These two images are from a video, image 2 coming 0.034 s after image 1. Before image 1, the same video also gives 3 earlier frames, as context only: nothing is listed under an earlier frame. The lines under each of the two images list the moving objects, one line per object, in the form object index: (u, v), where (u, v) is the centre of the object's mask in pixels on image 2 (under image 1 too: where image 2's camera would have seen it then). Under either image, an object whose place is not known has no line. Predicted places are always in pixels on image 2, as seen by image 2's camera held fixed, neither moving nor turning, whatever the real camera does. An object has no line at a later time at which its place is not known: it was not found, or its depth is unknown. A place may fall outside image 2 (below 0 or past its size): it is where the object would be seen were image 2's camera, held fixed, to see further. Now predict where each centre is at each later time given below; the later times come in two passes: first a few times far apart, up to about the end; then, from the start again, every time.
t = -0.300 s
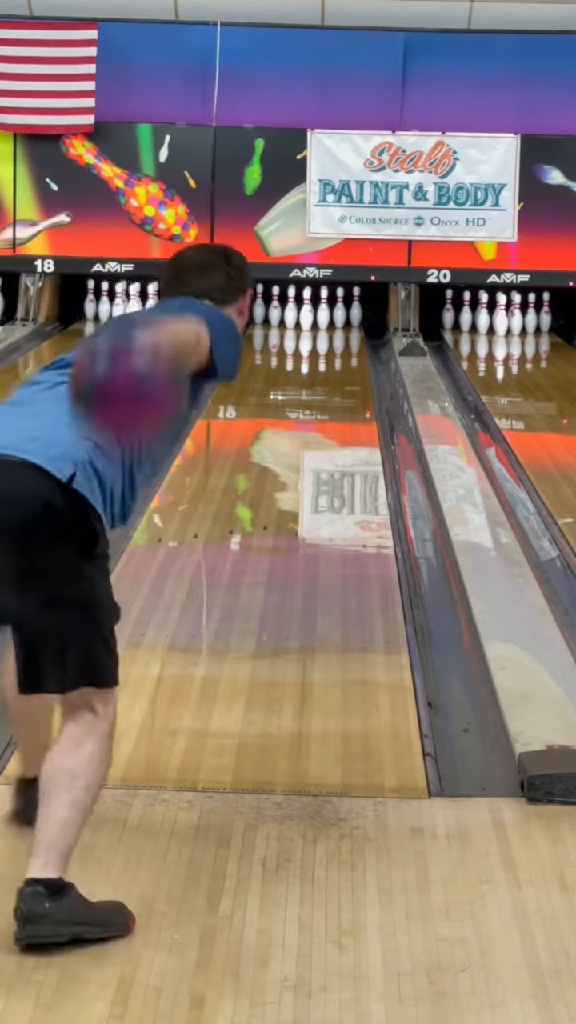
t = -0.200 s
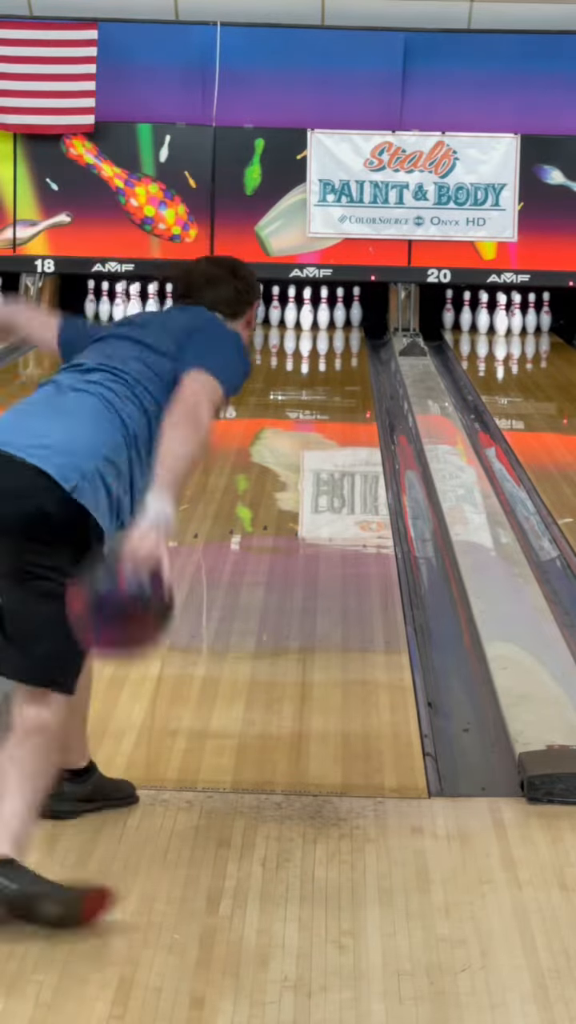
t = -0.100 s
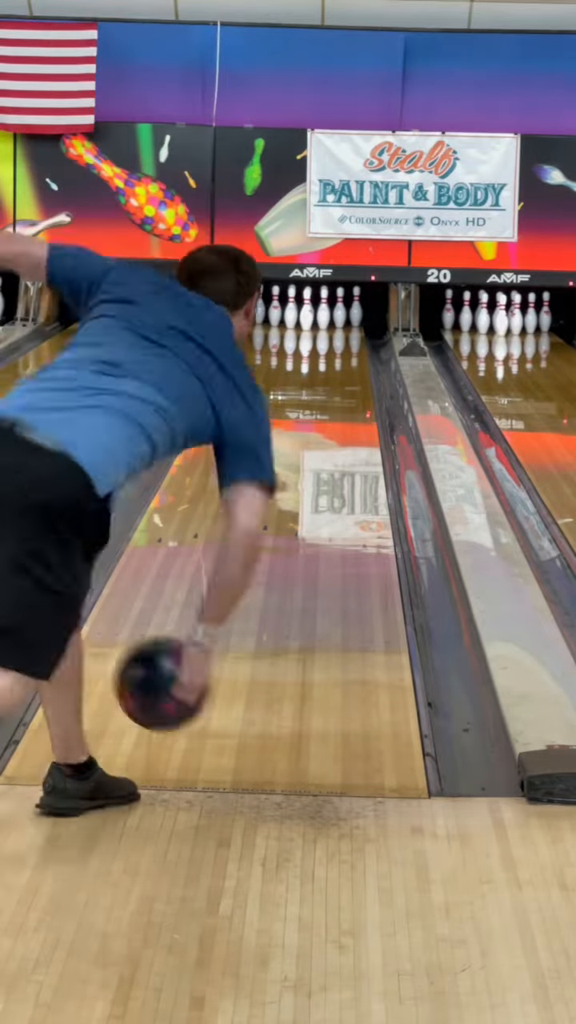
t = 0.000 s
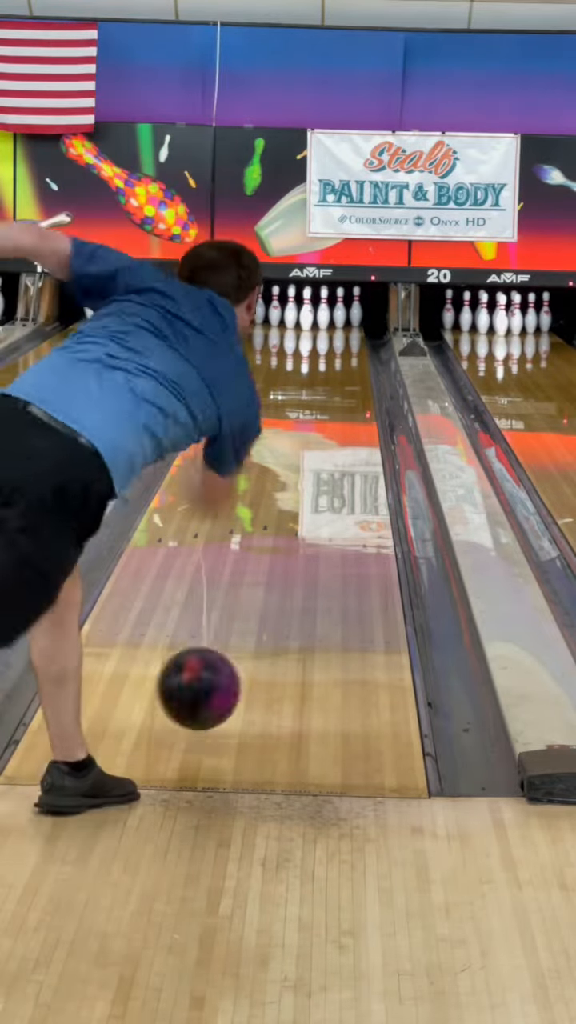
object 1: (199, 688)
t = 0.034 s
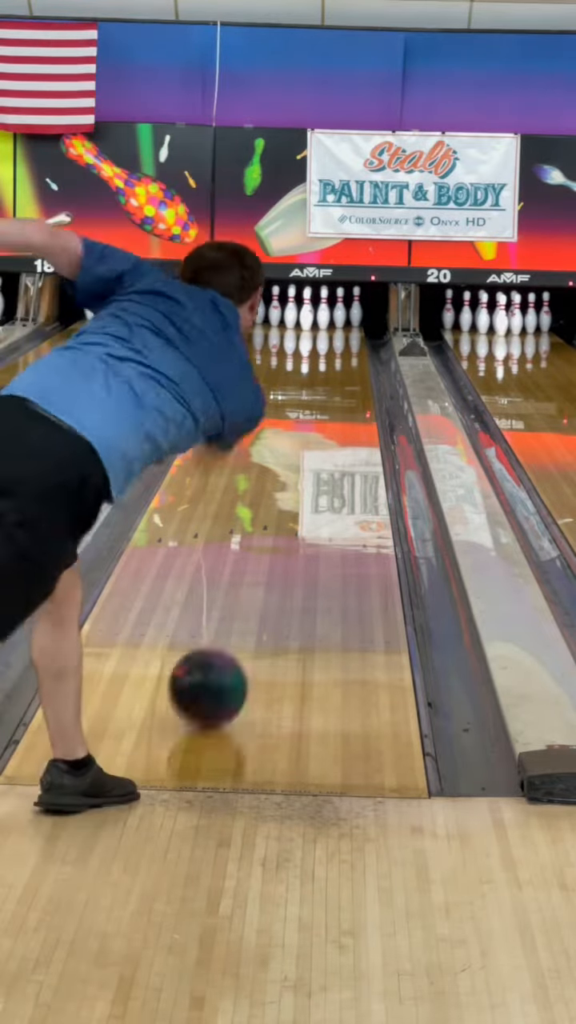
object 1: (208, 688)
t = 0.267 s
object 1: (259, 576)
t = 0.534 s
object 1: (293, 496)
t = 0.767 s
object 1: (312, 449)
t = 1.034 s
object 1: (327, 409)
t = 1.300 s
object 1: (336, 381)
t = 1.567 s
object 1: (341, 358)
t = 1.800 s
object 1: (337, 342)
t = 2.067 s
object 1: (324, 326)
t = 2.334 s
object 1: (315, 317)
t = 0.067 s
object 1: (217, 662)
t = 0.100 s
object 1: (225, 643)
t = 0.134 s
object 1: (233, 629)
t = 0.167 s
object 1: (240, 617)
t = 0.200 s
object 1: (247, 603)
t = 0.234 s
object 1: (253, 590)
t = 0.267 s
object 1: (259, 576)
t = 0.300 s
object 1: (264, 564)
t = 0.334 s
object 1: (269, 552)
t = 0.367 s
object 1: (274, 542)
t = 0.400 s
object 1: (278, 532)
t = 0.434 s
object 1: (281, 522)
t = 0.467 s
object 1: (286, 513)
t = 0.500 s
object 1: (290, 504)
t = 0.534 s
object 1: (293, 496)
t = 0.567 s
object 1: (296, 488)
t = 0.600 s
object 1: (299, 481)
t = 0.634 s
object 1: (302, 475)
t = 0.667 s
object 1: (305, 468)
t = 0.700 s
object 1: (308, 461)
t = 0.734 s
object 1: (310, 455)
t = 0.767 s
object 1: (312, 449)
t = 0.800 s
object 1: (315, 443)
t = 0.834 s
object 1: (317, 438)
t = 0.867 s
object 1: (318, 433)
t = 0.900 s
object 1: (320, 428)
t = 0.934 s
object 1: (322, 423)
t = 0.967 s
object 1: (324, 418)
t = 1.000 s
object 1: (325, 414)
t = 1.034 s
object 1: (327, 409)
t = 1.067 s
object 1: (328, 405)
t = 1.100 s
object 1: (329, 401)
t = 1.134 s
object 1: (331, 397)
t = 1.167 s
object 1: (332, 395)
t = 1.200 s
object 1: (333, 391)
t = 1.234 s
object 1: (334, 387)
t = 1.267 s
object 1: (335, 384)
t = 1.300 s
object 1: (336, 381)
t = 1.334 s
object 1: (337, 378)
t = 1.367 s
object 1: (337, 375)
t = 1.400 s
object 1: (338, 372)
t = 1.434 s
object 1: (339, 368)
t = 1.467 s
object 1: (339, 365)
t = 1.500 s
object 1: (340, 363)
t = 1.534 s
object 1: (341, 360)
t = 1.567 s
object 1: (341, 358)
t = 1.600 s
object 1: (341, 355)
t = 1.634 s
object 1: (341, 353)
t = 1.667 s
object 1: (340, 351)
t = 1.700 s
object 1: (340, 349)
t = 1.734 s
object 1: (339, 346)
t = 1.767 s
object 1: (338, 343)
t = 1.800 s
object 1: (337, 342)
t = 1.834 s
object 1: (336, 339)
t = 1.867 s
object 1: (335, 337)
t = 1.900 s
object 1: (337, 336)
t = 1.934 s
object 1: (333, 333)
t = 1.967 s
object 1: (331, 331)
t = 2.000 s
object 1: (328, 329)
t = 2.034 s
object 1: (326, 328)
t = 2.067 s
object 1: (324, 326)
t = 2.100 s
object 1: (323, 325)
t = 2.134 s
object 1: (322, 324)
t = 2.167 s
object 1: (318, 321)
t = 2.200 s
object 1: (317, 320)
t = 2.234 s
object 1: (316, 319)
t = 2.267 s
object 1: (315, 318)
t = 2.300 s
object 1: (315, 318)
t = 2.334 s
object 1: (315, 317)
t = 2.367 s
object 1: (314, 318)
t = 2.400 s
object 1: (316, 315)
